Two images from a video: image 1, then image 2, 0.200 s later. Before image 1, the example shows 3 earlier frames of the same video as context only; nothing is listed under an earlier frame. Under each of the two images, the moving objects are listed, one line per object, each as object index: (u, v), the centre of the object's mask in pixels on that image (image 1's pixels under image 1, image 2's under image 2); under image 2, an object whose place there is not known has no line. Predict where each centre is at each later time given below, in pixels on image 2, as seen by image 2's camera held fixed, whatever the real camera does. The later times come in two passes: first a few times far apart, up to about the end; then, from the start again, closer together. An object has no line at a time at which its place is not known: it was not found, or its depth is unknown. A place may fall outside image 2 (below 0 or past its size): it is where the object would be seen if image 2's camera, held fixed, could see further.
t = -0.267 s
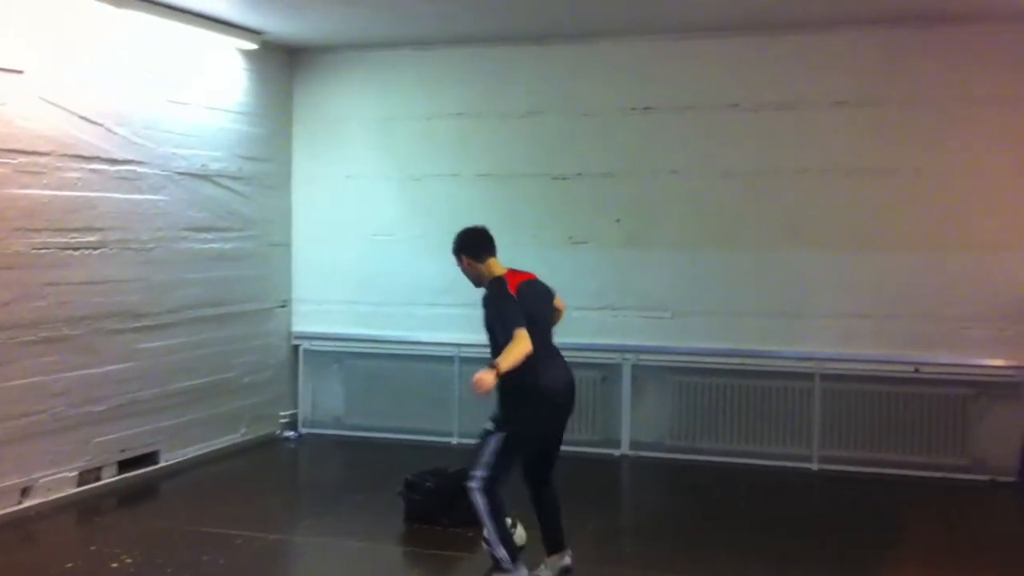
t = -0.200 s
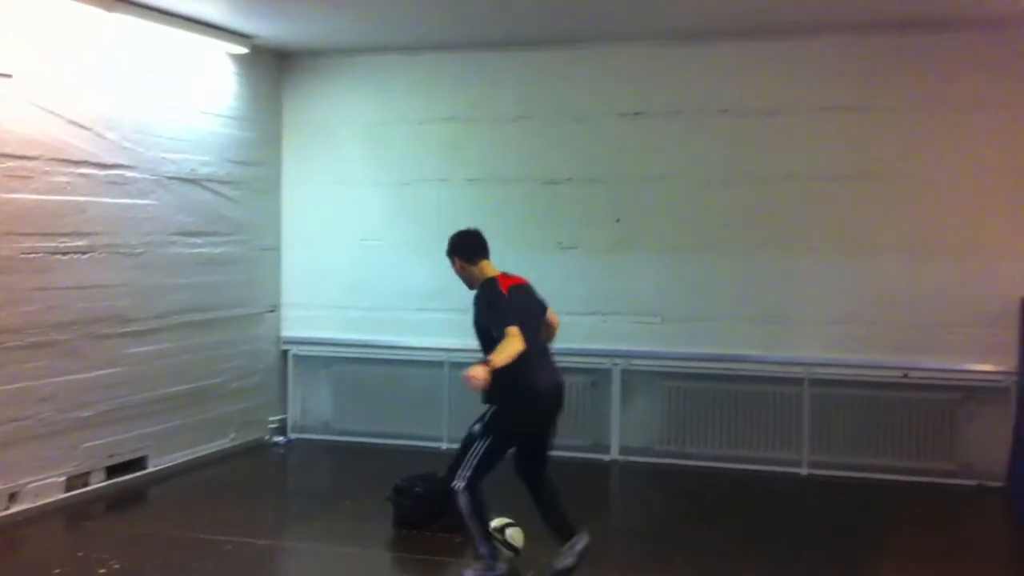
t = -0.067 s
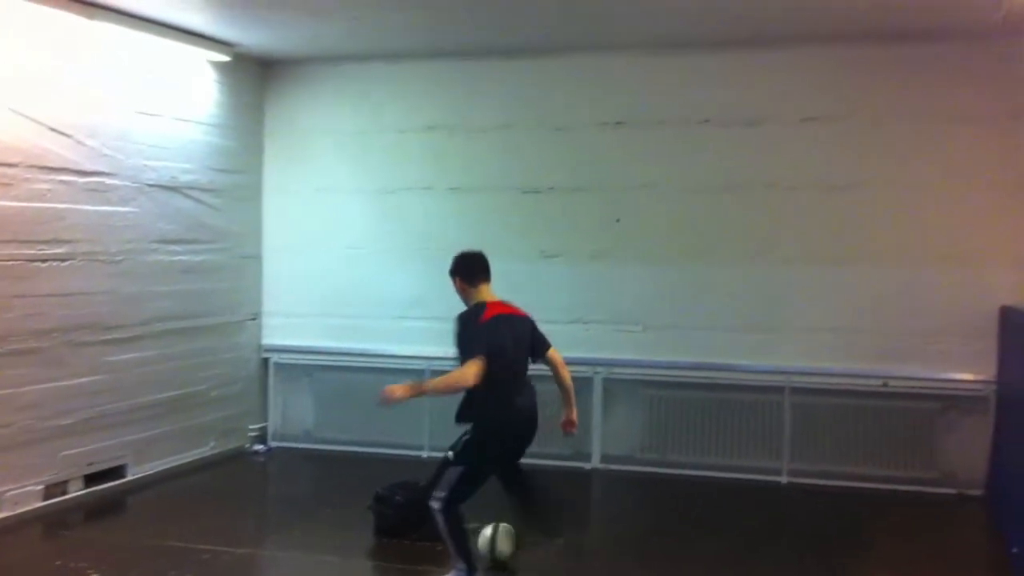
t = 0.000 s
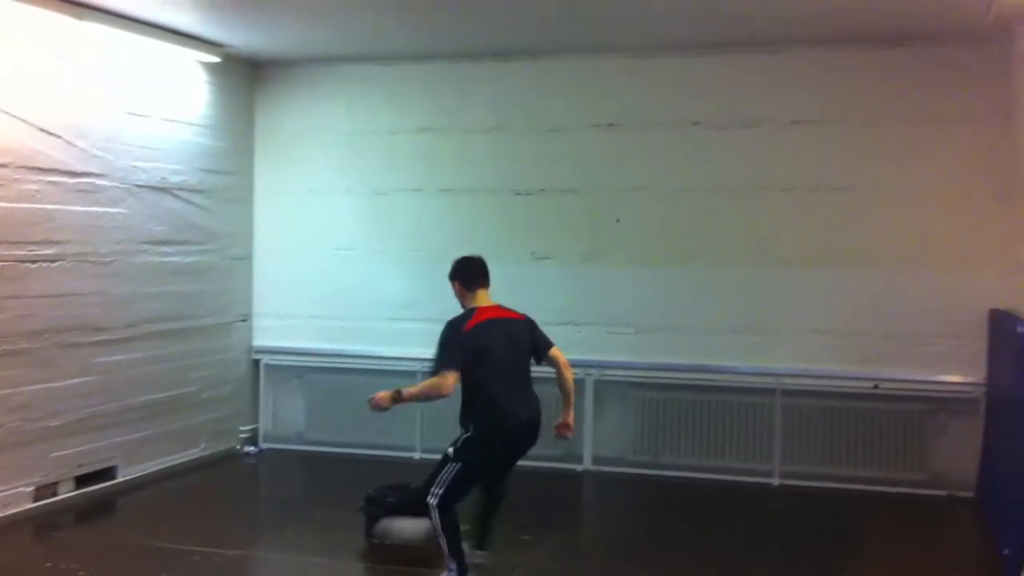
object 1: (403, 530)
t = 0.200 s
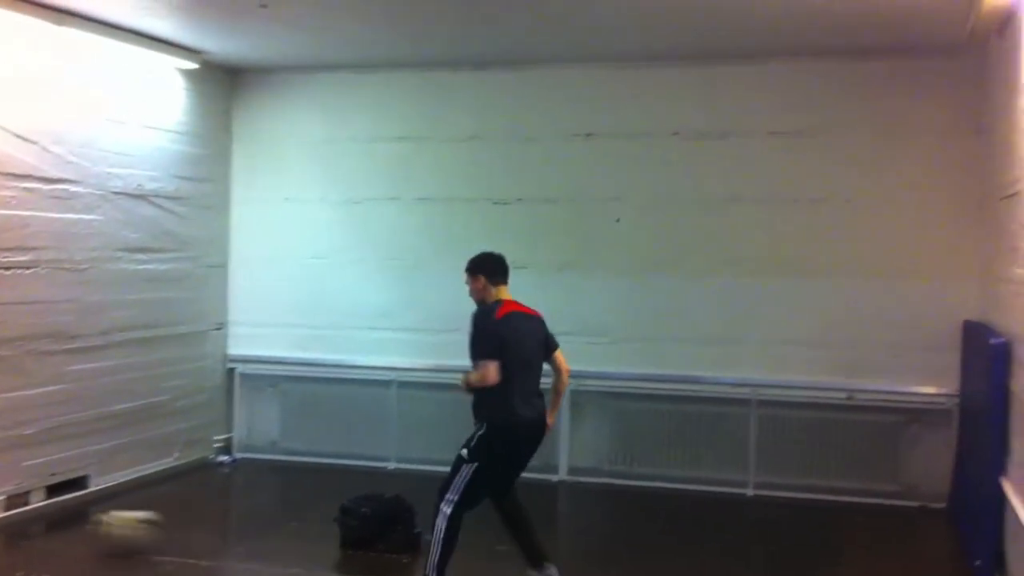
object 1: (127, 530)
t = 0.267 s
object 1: (54, 522)
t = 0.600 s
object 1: (131, 501)
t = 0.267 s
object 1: (54, 522)
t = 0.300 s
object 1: (27, 520)
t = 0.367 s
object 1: (13, 498)
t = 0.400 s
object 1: (20, 499)
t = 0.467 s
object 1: (48, 491)
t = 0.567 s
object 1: (113, 497)
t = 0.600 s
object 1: (131, 501)
